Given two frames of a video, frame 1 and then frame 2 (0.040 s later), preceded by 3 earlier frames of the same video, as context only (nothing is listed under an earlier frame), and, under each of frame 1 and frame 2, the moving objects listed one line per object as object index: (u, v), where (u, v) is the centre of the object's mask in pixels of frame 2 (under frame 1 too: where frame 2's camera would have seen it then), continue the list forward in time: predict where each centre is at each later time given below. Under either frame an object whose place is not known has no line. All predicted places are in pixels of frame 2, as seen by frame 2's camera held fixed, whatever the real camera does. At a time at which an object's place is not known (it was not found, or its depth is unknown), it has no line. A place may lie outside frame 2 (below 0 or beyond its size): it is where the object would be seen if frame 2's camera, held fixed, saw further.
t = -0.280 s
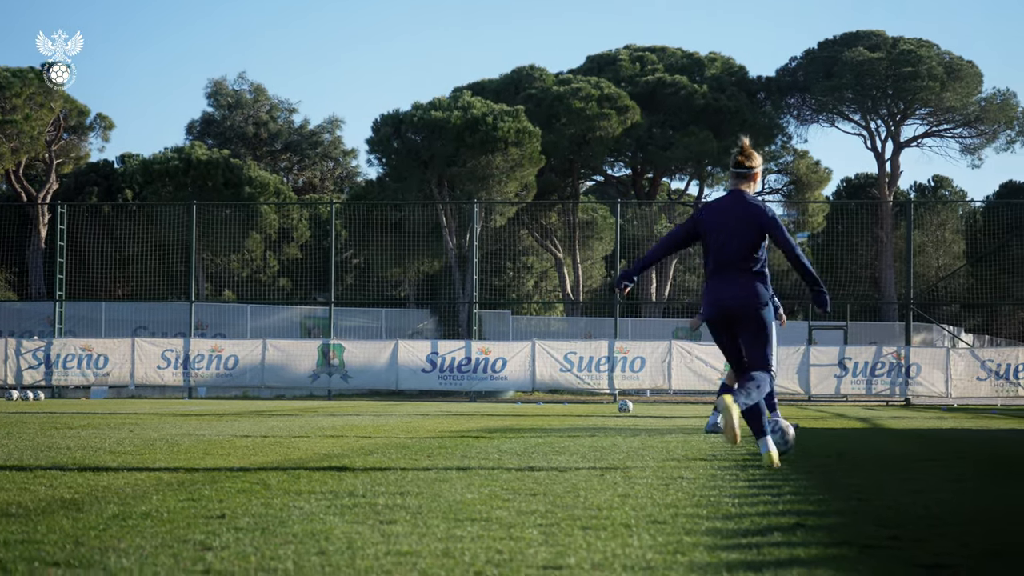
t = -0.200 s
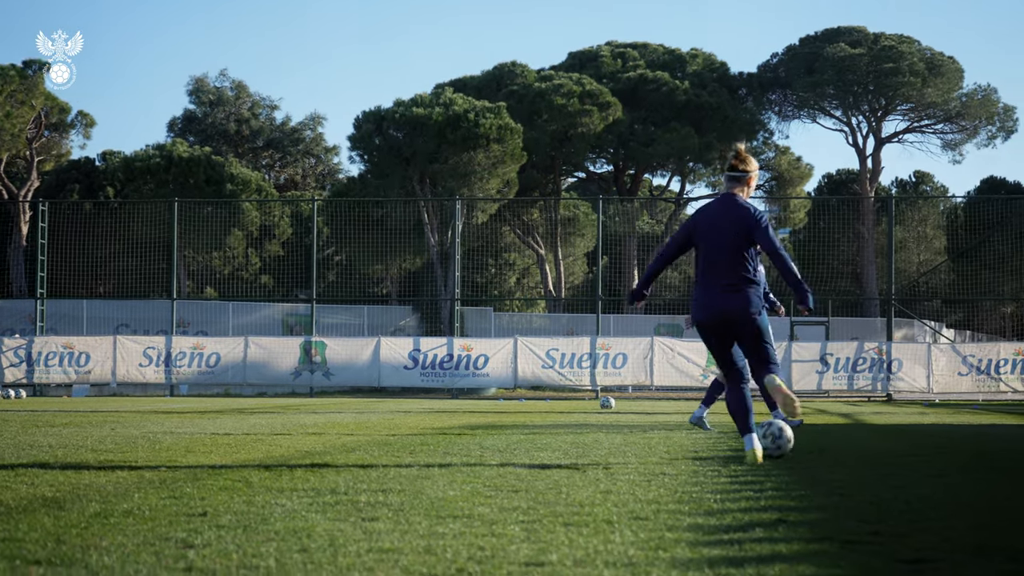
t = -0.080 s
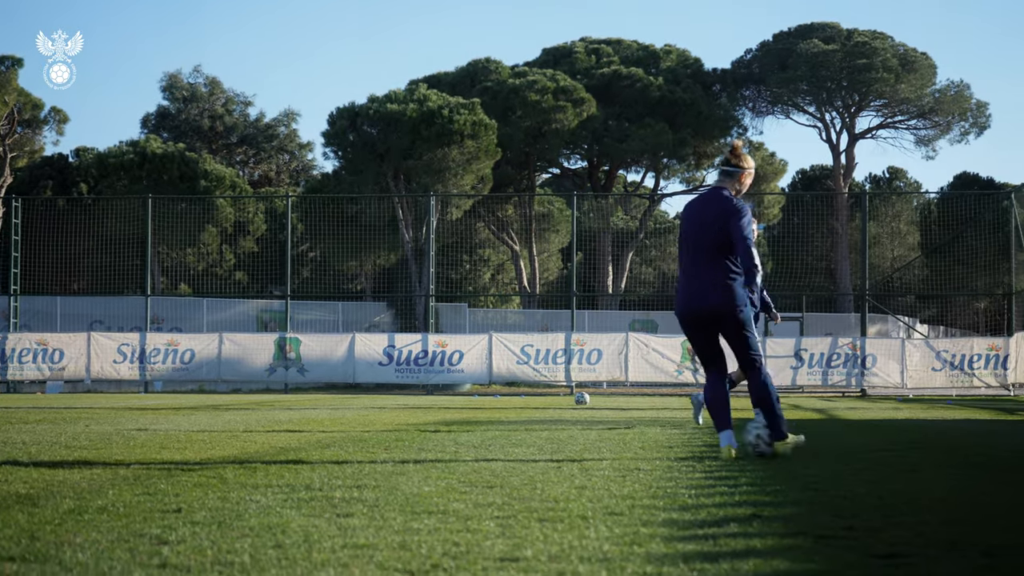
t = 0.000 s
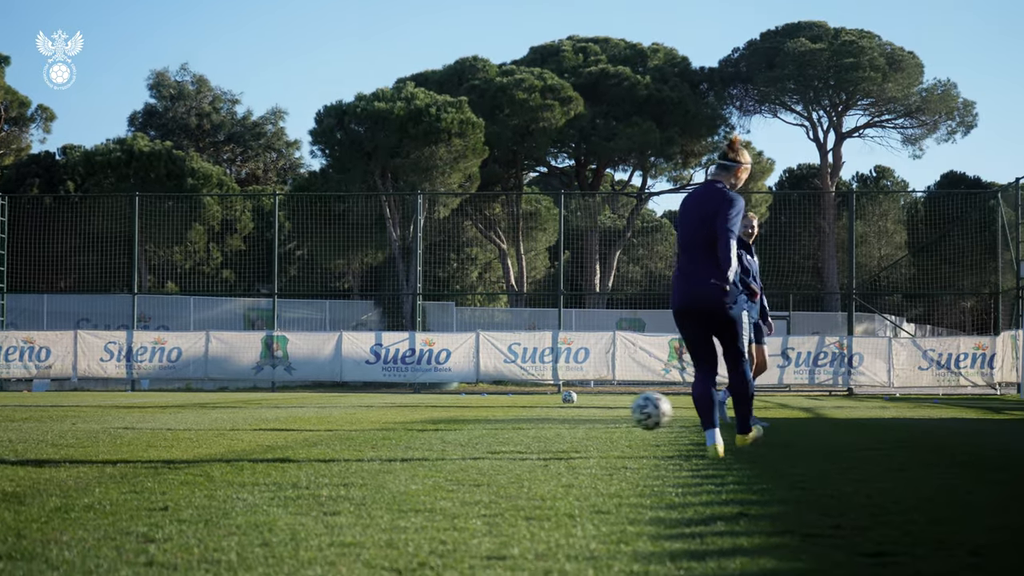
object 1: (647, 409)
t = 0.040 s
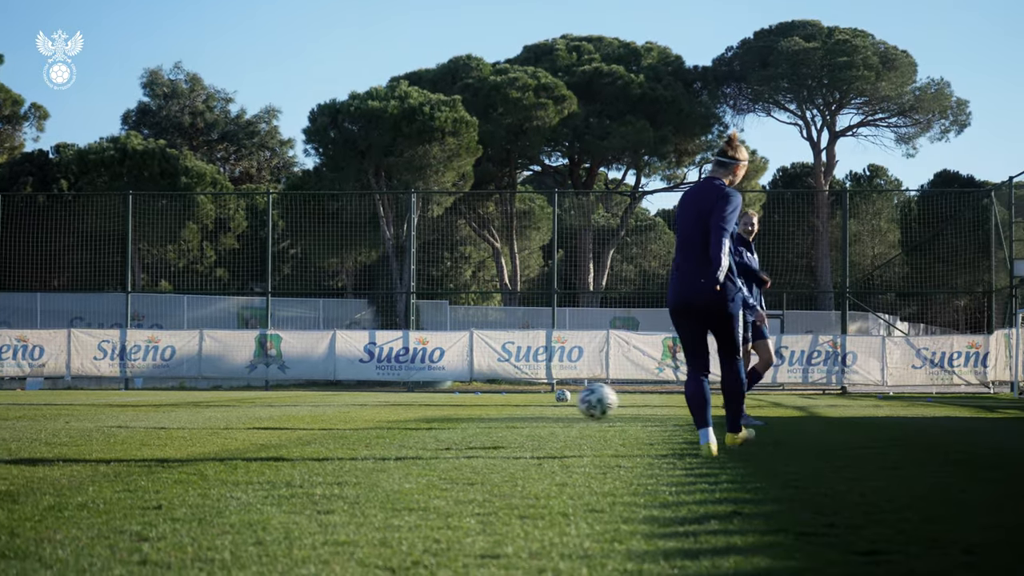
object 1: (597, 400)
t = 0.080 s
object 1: (550, 396)
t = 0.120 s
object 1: (506, 397)
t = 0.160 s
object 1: (465, 399)
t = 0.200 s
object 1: (426, 402)
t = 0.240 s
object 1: (392, 410)
